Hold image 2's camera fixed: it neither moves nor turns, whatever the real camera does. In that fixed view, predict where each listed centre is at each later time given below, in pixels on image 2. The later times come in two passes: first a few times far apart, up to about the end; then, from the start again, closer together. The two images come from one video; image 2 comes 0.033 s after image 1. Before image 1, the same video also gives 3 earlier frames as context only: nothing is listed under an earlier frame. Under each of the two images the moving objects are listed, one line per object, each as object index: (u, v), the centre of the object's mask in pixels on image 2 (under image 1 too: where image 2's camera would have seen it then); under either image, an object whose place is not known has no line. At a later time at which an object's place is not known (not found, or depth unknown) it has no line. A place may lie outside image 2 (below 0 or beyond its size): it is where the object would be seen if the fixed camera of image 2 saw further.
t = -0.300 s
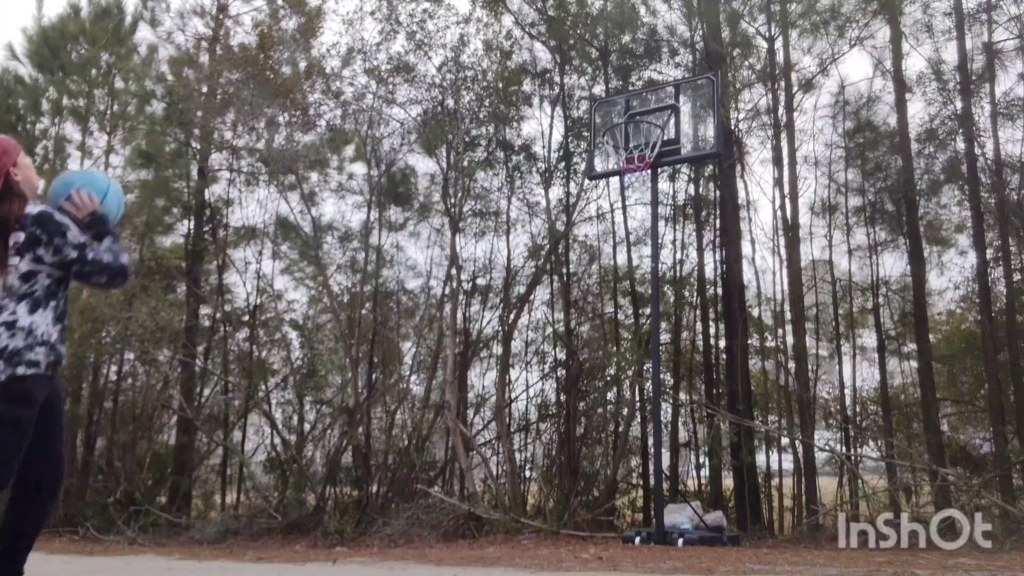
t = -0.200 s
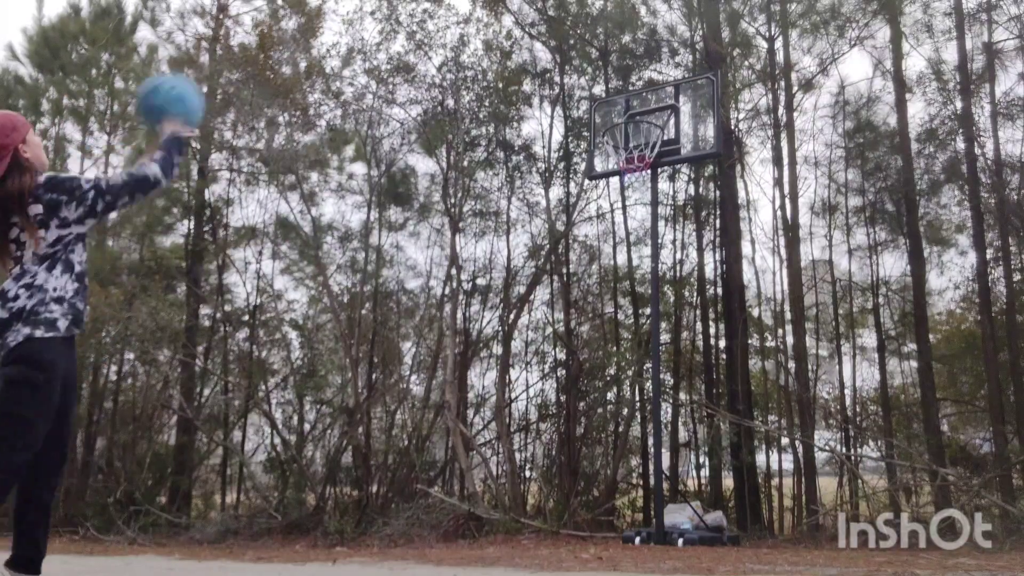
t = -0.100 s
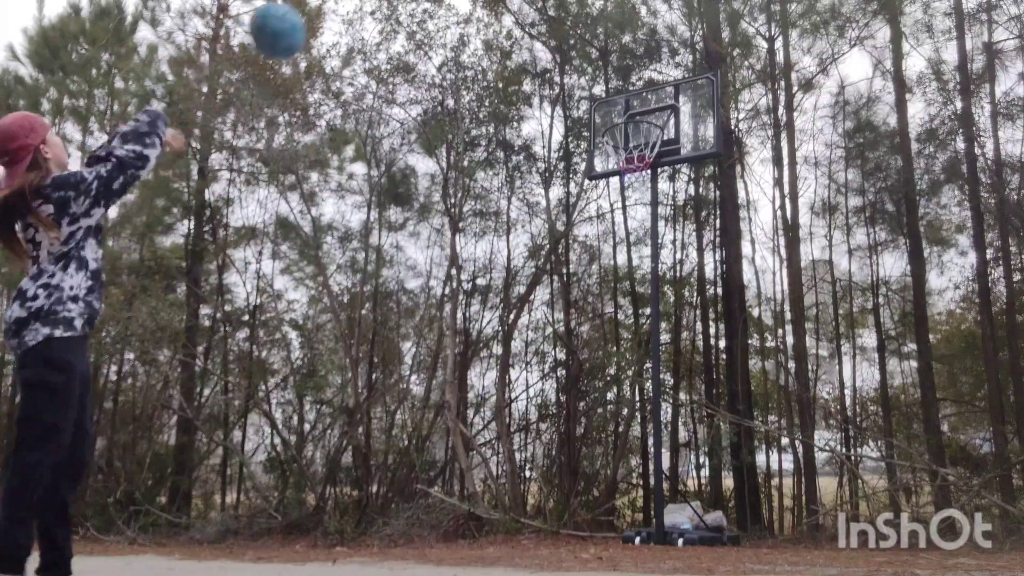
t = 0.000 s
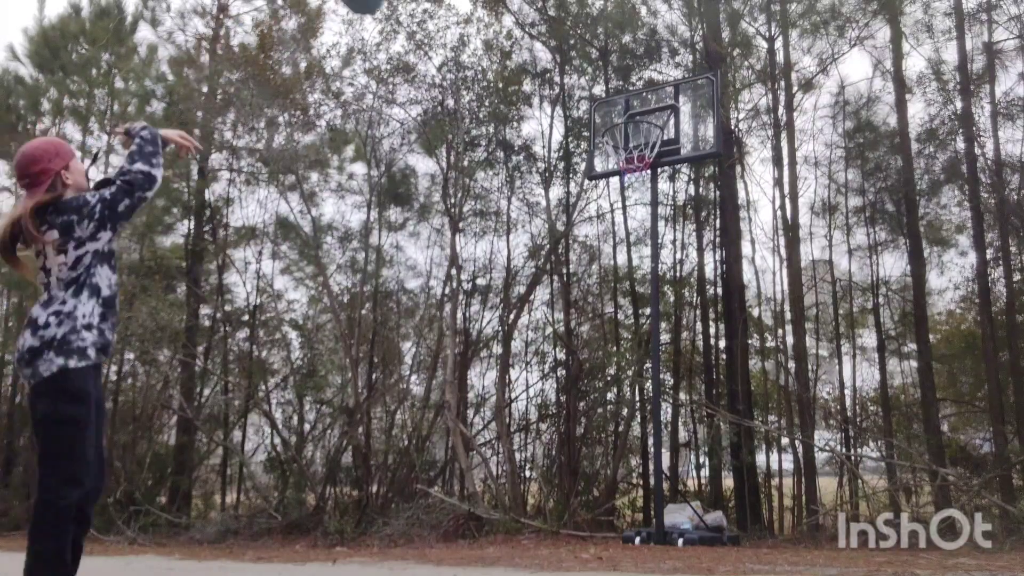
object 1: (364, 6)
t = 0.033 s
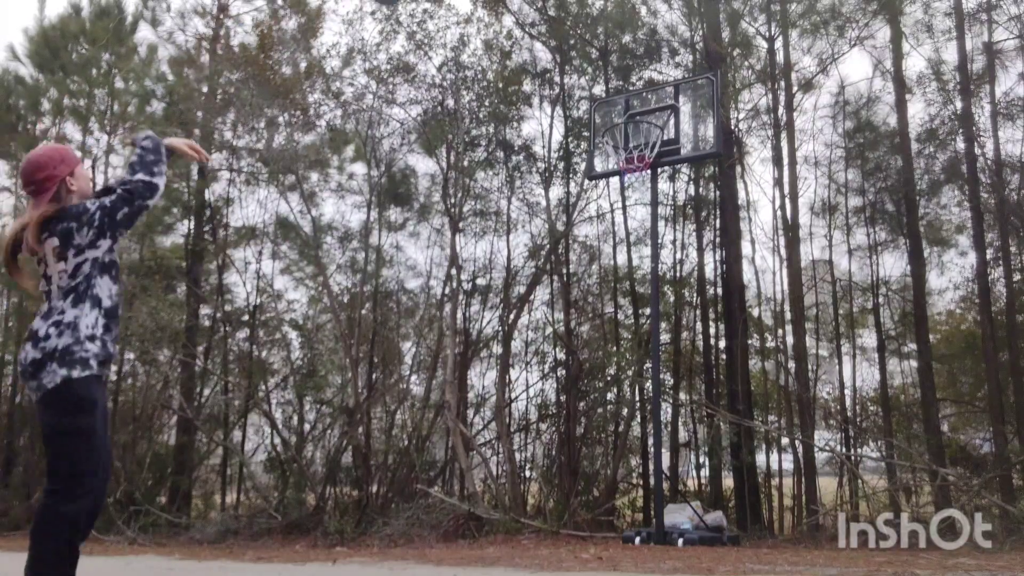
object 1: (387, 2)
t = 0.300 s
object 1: (532, 3)
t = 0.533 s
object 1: (627, 60)
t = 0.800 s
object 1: (698, 110)
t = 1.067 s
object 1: (724, 131)
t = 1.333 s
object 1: (767, 267)
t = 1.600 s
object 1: (826, 514)
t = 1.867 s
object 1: (828, 314)
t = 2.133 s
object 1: (843, 238)
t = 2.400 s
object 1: (873, 294)
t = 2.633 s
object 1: (919, 481)
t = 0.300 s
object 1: (532, 3)
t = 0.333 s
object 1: (548, 5)
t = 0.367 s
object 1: (563, 9)
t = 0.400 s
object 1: (576, 14)
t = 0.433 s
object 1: (588, 21)
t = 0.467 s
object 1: (602, 33)
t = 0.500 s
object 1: (615, 46)
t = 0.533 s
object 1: (627, 60)
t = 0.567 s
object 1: (638, 74)
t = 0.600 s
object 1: (650, 91)
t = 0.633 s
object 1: (662, 107)
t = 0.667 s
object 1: (672, 115)
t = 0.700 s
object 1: (684, 117)
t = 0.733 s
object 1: (692, 118)
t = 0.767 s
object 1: (694, 114)
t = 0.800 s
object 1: (698, 110)
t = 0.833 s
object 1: (701, 108)
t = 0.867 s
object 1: (703, 107)
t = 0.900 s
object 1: (706, 107)
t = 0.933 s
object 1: (709, 109)
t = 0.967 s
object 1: (712, 112)
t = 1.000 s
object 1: (715, 116)
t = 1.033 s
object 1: (720, 122)
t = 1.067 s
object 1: (724, 131)
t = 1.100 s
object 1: (728, 142)
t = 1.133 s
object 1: (732, 152)
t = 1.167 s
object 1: (737, 165)
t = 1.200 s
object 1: (742, 181)
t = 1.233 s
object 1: (748, 199)
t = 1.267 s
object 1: (755, 219)
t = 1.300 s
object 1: (760, 242)
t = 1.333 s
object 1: (767, 267)
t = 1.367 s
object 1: (774, 297)
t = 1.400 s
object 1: (781, 328)
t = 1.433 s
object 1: (789, 363)
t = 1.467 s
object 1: (798, 401)
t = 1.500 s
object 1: (807, 444)
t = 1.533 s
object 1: (816, 492)
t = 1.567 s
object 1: (826, 541)
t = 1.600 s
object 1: (826, 514)
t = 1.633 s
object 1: (827, 482)
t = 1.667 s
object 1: (827, 452)
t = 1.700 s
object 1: (825, 423)
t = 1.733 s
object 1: (826, 397)
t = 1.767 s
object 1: (826, 373)
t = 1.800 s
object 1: (826, 351)
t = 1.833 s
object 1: (827, 330)
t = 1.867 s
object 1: (828, 314)
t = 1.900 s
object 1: (829, 297)
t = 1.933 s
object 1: (830, 283)
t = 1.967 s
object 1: (831, 271)
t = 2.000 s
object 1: (833, 260)
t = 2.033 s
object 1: (835, 252)
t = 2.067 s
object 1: (837, 245)
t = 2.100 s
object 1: (840, 241)
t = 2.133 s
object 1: (843, 238)
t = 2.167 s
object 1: (845, 237)
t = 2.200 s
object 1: (848, 239)
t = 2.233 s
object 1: (852, 242)
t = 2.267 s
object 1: (855, 248)
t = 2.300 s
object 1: (859, 255)
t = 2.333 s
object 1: (863, 267)
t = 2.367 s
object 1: (868, 279)
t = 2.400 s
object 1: (873, 294)
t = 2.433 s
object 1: (878, 312)
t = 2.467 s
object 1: (884, 332)
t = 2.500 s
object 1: (891, 355)
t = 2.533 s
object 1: (898, 383)
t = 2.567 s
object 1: (904, 413)
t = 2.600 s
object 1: (911, 444)
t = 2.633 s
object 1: (919, 481)
